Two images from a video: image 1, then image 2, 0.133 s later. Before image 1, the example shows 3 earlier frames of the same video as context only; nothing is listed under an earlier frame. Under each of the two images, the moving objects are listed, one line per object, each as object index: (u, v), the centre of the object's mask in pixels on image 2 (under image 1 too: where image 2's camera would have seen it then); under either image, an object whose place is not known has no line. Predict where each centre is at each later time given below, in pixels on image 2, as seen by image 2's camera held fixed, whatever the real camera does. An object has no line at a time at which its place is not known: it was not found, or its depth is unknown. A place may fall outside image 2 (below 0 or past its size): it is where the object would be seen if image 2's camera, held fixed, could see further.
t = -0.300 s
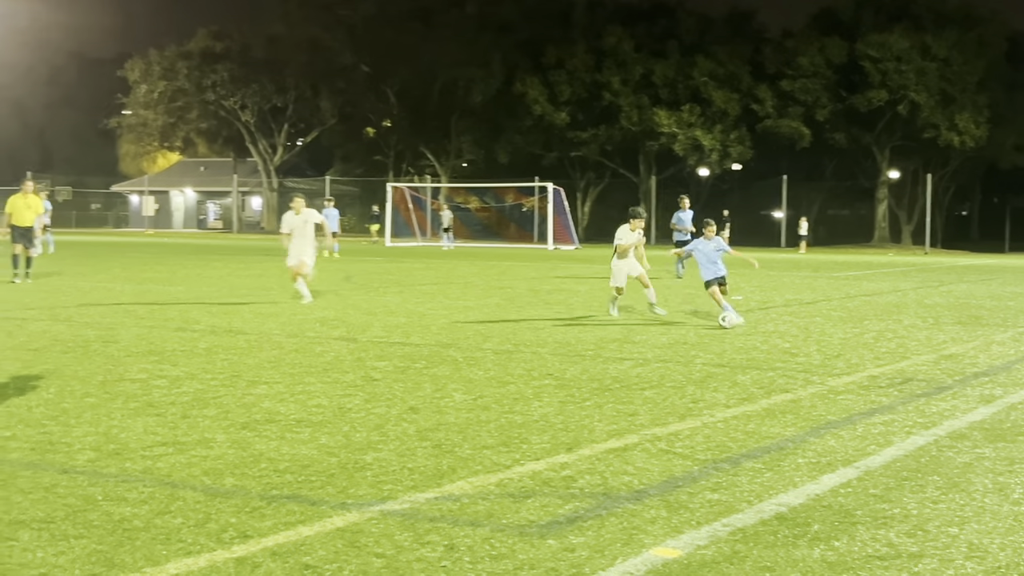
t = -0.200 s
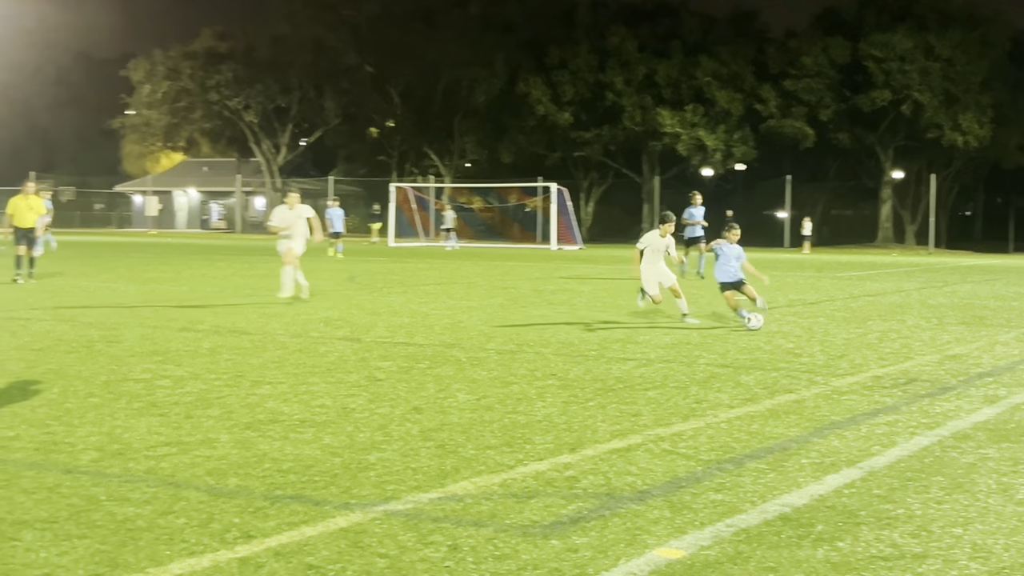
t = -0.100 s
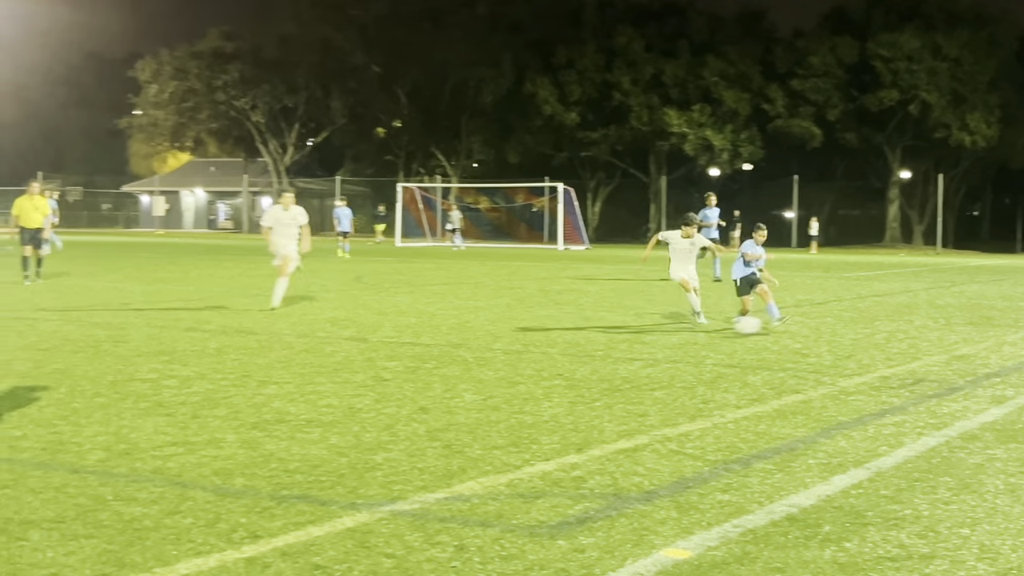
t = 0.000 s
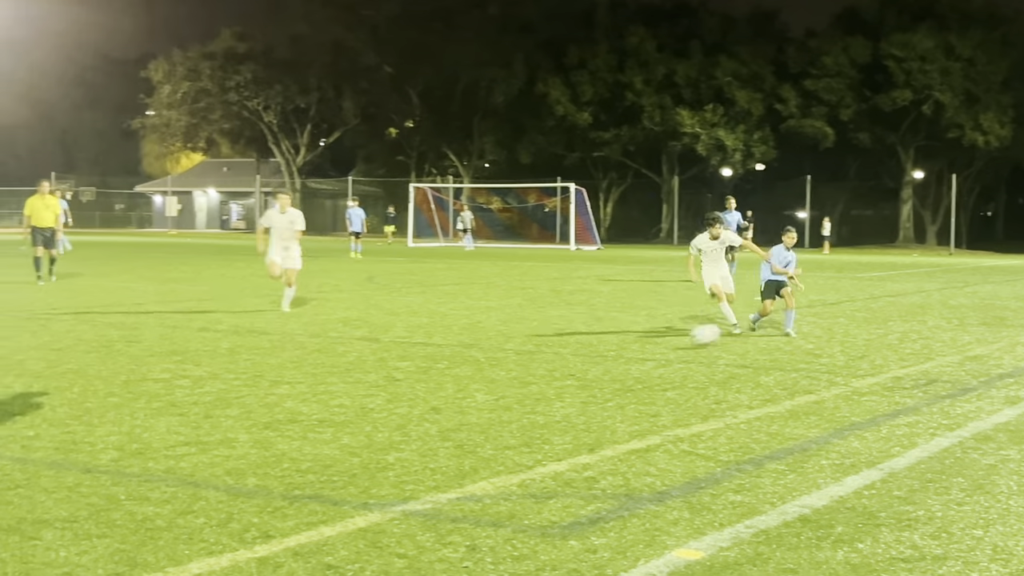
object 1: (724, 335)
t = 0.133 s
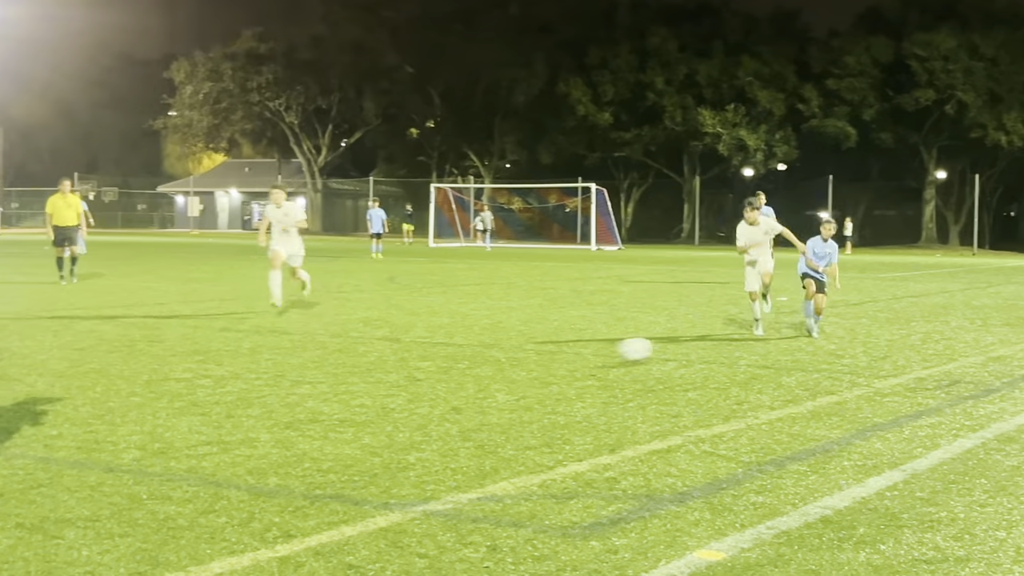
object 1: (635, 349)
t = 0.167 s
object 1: (609, 353)
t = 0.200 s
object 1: (582, 358)
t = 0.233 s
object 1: (552, 366)
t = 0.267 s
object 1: (520, 374)
